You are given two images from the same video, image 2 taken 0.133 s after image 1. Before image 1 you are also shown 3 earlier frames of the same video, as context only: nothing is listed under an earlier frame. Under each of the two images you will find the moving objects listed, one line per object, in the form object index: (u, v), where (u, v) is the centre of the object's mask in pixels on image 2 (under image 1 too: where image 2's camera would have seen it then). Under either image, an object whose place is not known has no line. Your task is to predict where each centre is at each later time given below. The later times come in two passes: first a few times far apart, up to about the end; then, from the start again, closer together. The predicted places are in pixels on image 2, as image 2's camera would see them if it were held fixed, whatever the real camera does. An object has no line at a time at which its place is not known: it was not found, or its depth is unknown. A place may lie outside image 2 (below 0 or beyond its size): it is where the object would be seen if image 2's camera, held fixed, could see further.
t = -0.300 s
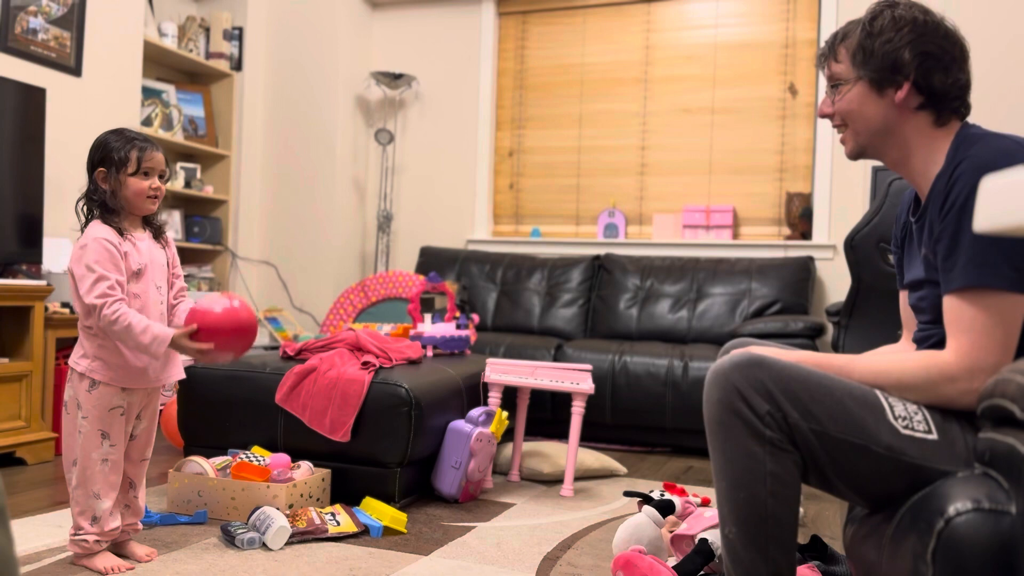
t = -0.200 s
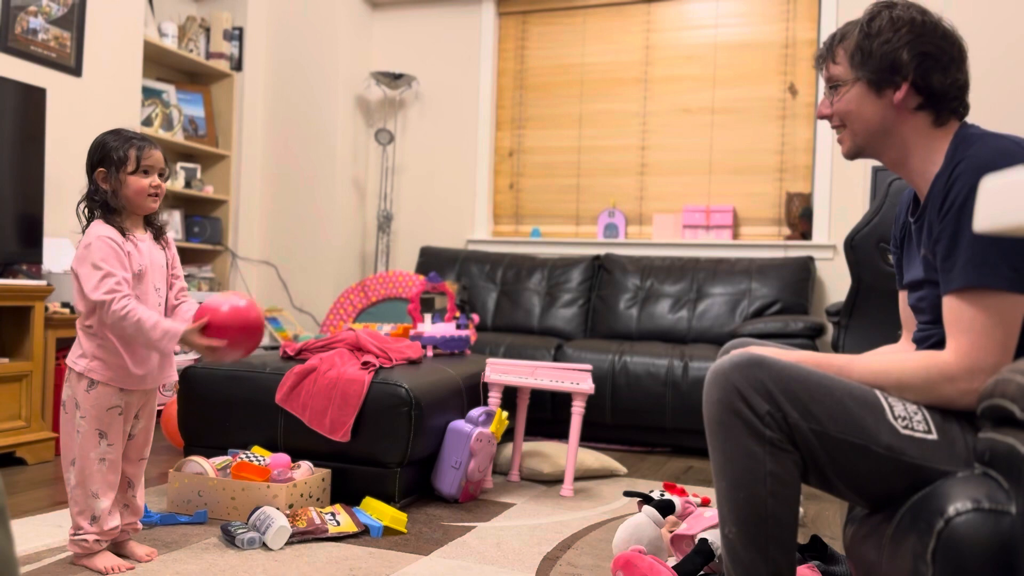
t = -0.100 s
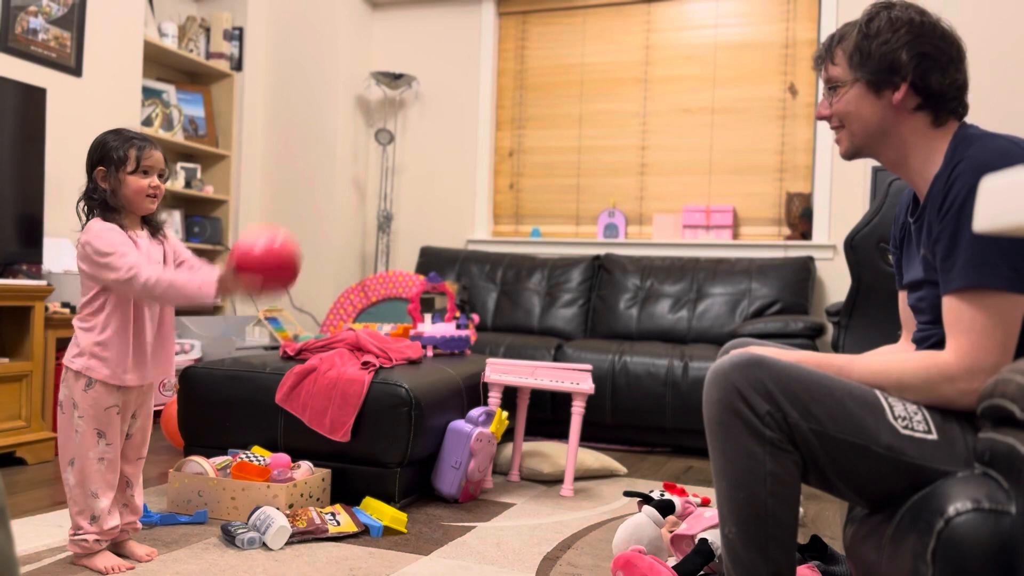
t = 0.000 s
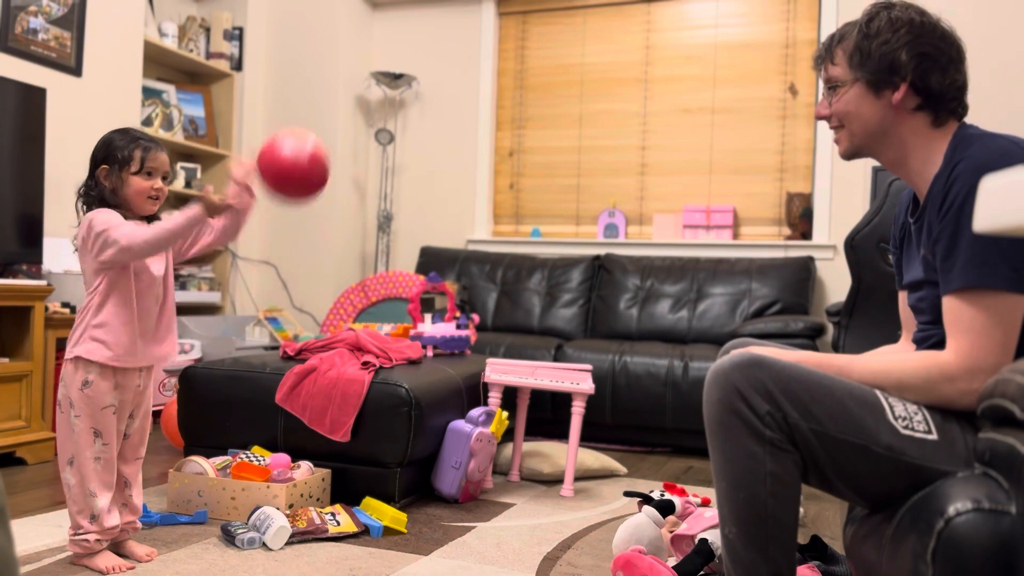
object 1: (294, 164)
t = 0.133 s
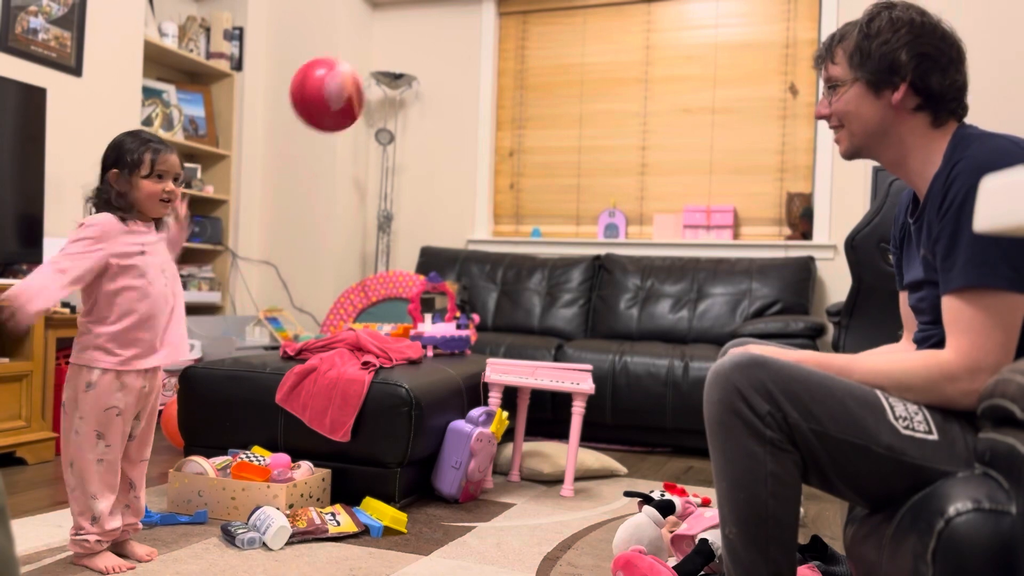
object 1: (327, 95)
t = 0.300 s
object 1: (368, 115)
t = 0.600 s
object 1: (430, 512)
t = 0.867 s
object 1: (512, 393)
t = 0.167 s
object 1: (335, 89)
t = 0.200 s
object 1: (343, 88)
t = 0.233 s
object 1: (351, 92)
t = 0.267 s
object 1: (359, 101)
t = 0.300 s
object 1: (368, 115)
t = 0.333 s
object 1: (375, 135)
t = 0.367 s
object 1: (383, 160)
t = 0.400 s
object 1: (390, 194)
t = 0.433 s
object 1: (399, 231)
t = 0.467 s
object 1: (408, 275)
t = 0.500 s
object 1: (415, 326)
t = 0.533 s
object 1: (421, 393)
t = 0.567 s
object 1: (423, 449)
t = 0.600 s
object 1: (430, 512)
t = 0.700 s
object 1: (459, 512)
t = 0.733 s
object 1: (470, 479)
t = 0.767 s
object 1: (481, 449)
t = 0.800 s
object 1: (493, 424)
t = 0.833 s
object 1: (502, 405)
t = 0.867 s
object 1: (512, 393)
